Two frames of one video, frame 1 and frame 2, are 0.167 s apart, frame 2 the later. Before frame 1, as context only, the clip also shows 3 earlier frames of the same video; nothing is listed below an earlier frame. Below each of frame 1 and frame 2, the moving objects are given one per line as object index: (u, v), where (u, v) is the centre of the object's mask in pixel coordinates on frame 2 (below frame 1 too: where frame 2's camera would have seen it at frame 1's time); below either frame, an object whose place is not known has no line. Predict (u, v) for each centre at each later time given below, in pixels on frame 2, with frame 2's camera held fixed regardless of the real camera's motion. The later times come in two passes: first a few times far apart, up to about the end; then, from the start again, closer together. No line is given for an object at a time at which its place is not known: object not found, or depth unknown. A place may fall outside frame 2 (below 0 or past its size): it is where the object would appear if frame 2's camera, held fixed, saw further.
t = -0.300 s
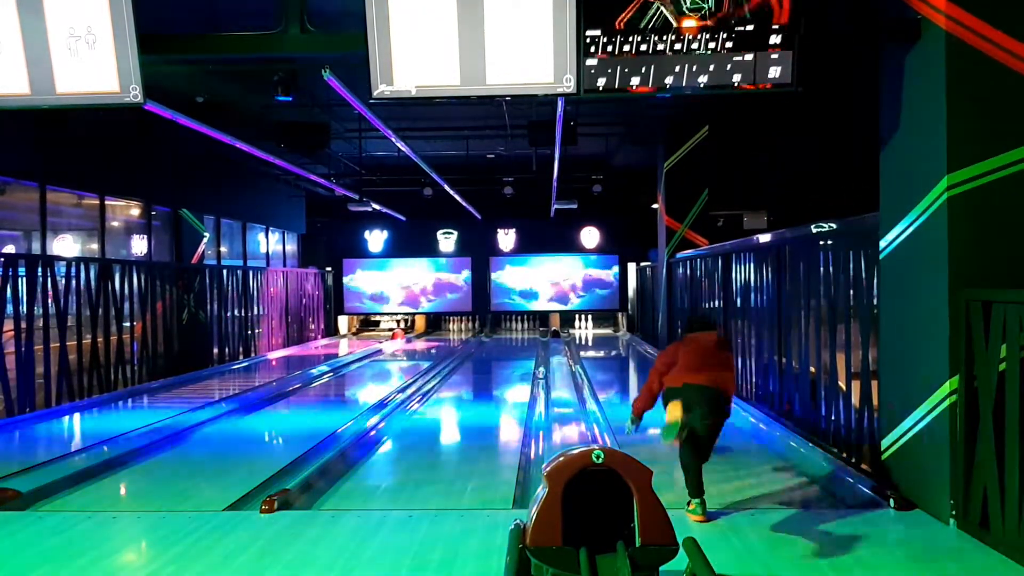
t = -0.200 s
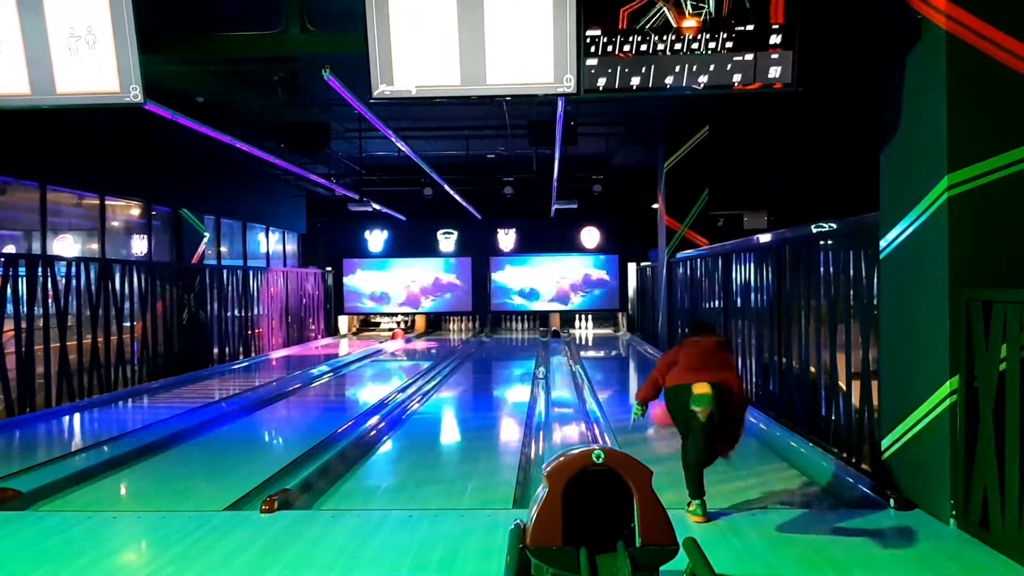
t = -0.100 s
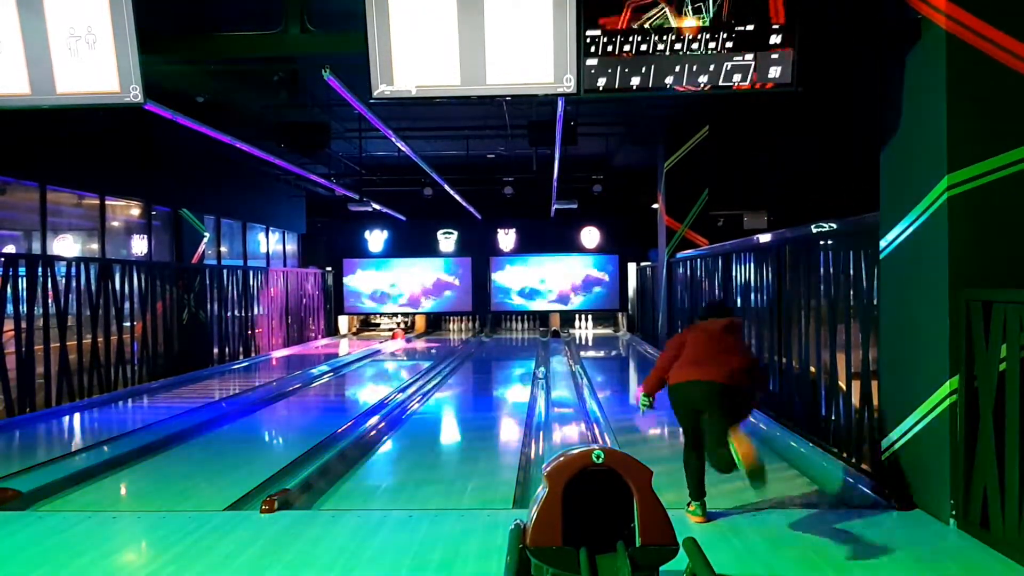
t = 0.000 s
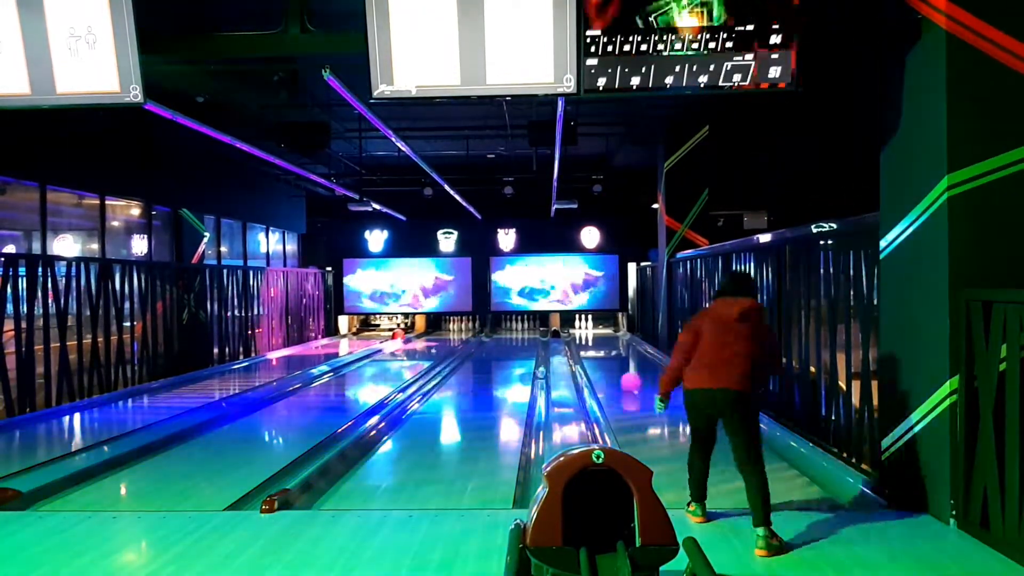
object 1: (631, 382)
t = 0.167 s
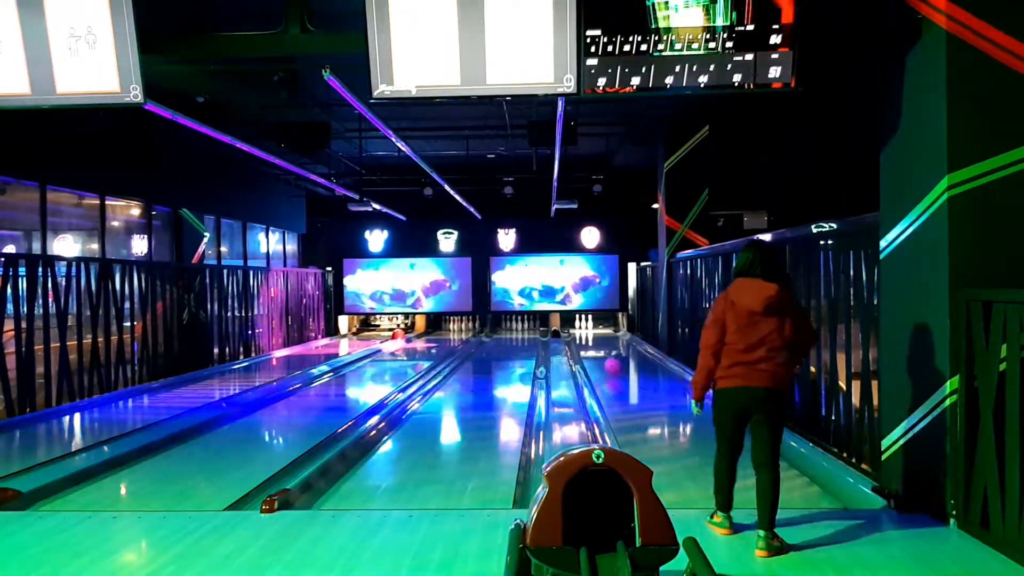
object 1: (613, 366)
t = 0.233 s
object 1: (608, 362)
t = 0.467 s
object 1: (593, 347)
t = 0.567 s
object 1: (589, 344)
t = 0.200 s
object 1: (612, 365)
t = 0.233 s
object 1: (608, 362)
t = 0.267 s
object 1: (606, 360)
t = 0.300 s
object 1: (603, 357)
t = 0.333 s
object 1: (601, 354)
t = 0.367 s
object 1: (599, 353)
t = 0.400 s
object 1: (596, 351)
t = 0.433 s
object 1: (595, 349)
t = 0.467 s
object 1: (593, 347)
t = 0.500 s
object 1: (592, 346)
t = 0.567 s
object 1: (589, 344)
